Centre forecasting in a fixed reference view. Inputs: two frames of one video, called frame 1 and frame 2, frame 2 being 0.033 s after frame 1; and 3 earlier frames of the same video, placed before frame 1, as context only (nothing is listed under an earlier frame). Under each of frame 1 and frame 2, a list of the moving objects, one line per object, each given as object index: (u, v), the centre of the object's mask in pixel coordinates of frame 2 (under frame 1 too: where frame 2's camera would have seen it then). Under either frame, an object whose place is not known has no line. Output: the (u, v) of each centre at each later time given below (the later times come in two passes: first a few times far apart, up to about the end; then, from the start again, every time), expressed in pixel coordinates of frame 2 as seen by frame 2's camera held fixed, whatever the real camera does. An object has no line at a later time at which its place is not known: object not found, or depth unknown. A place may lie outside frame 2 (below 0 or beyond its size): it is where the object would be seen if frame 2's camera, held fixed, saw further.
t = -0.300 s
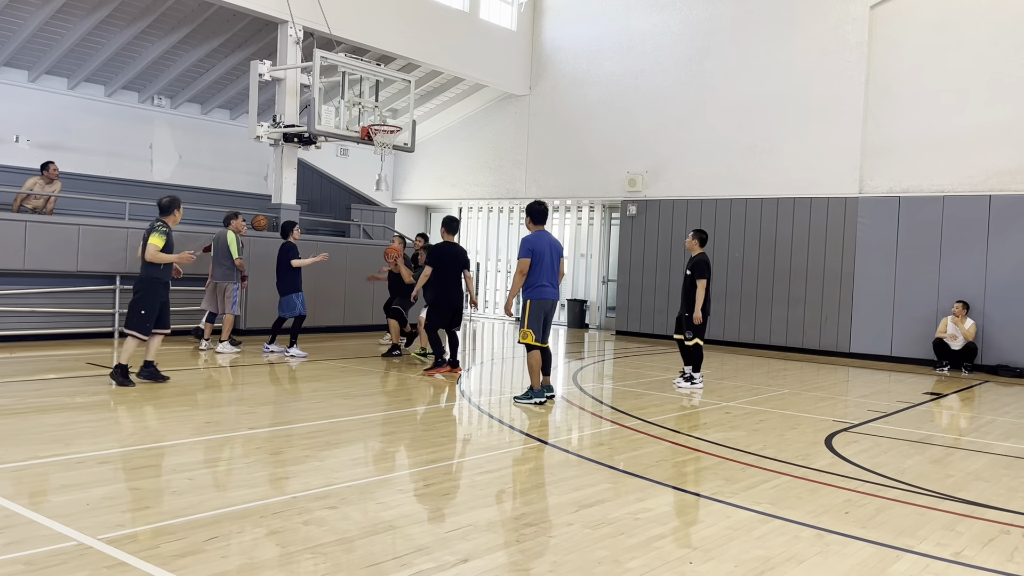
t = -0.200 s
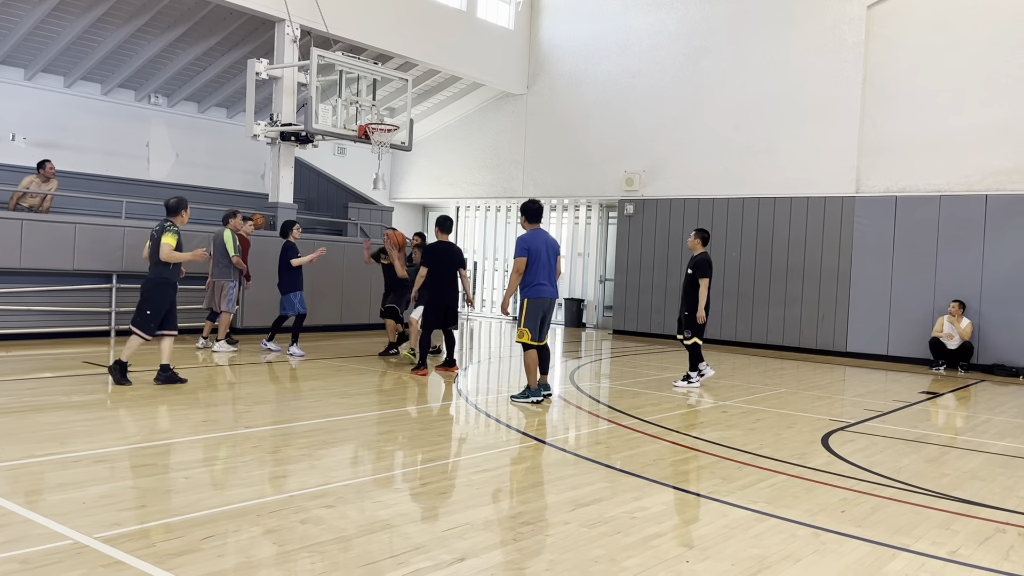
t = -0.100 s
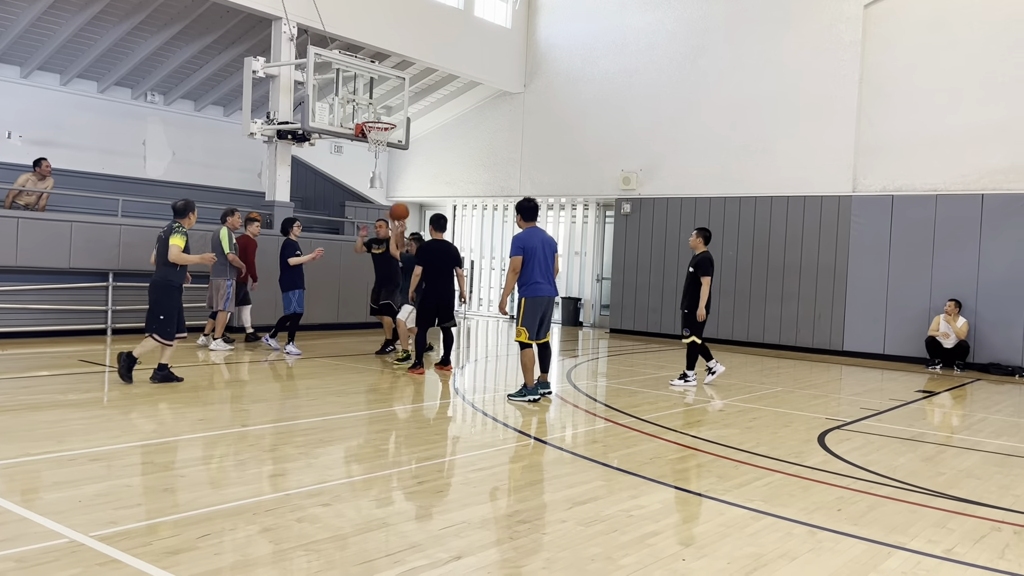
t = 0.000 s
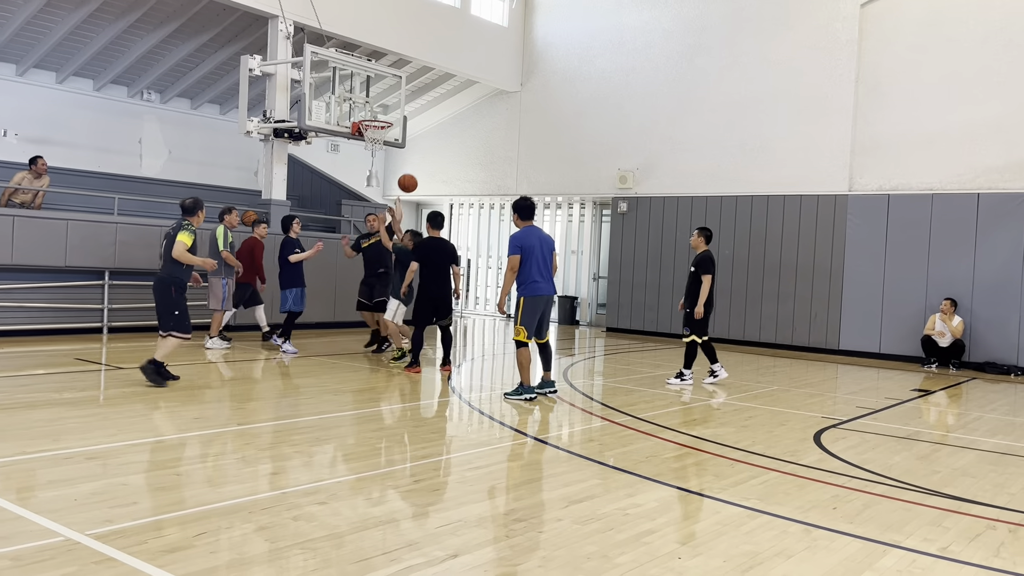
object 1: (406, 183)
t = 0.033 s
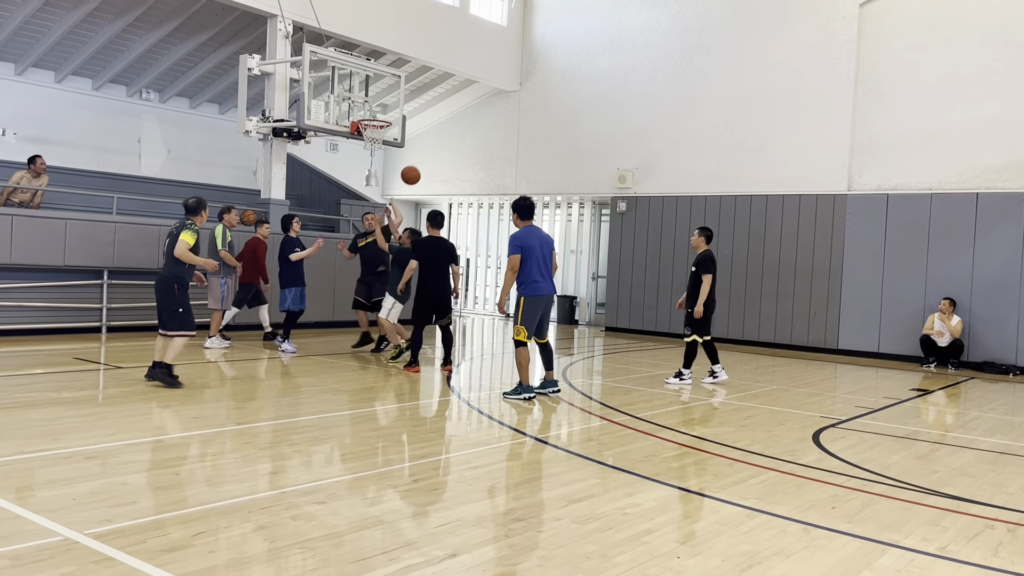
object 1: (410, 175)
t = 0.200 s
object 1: (429, 151)
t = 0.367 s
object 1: (447, 150)
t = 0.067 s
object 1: (414, 169)
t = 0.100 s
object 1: (418, 163)
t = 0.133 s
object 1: (422, 158)
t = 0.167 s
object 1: (426, 155)
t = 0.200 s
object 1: (429, 151)
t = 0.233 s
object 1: (433, 149)
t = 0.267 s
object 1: (436, 148)
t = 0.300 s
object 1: (440, 148)
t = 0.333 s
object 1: (443, 149)
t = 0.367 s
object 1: (447, 150)
